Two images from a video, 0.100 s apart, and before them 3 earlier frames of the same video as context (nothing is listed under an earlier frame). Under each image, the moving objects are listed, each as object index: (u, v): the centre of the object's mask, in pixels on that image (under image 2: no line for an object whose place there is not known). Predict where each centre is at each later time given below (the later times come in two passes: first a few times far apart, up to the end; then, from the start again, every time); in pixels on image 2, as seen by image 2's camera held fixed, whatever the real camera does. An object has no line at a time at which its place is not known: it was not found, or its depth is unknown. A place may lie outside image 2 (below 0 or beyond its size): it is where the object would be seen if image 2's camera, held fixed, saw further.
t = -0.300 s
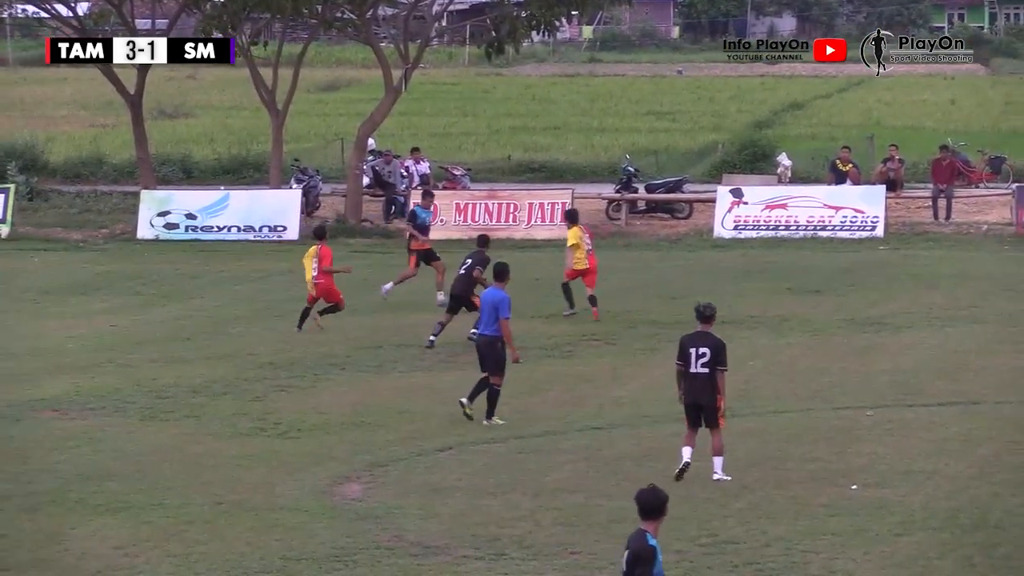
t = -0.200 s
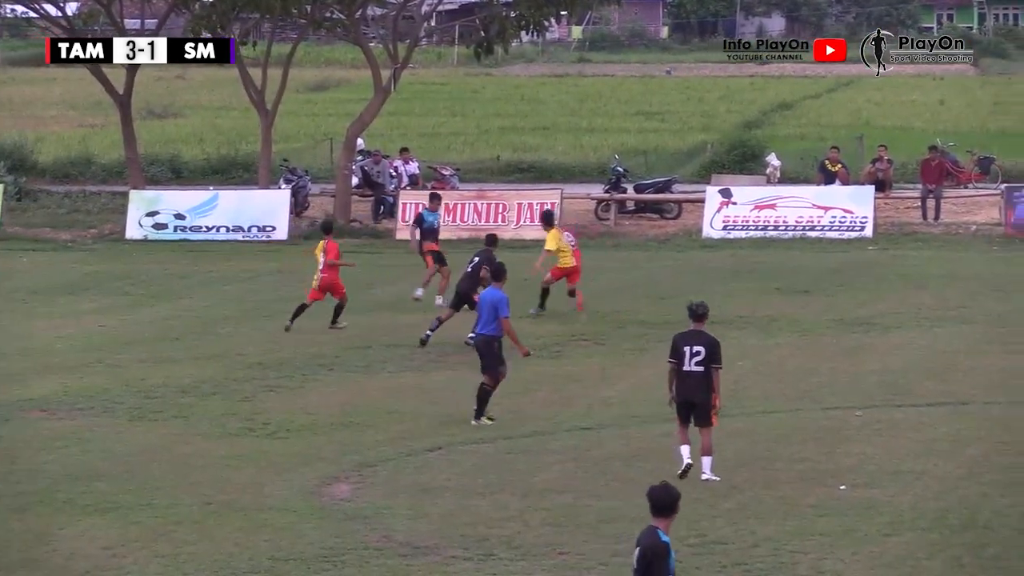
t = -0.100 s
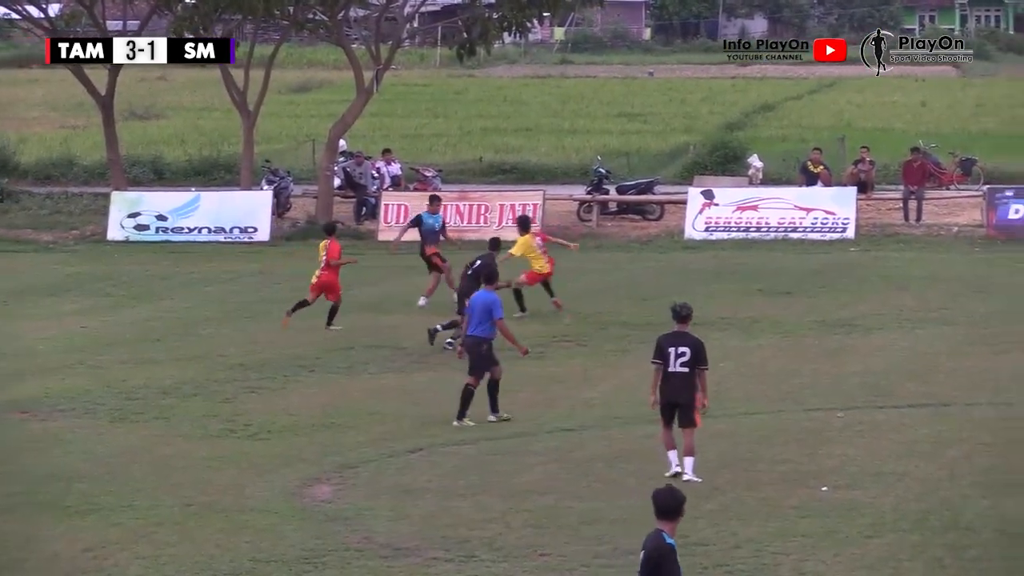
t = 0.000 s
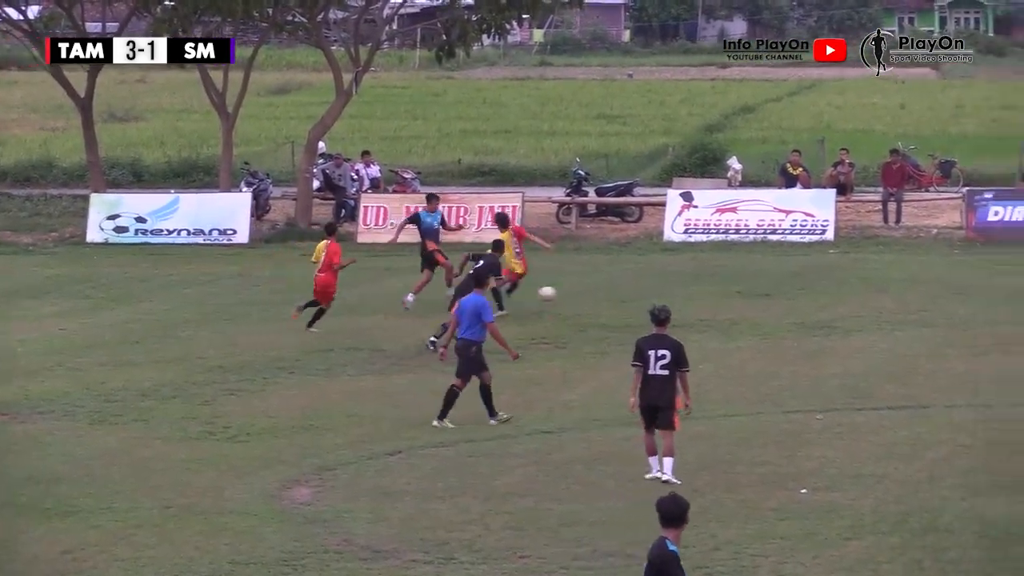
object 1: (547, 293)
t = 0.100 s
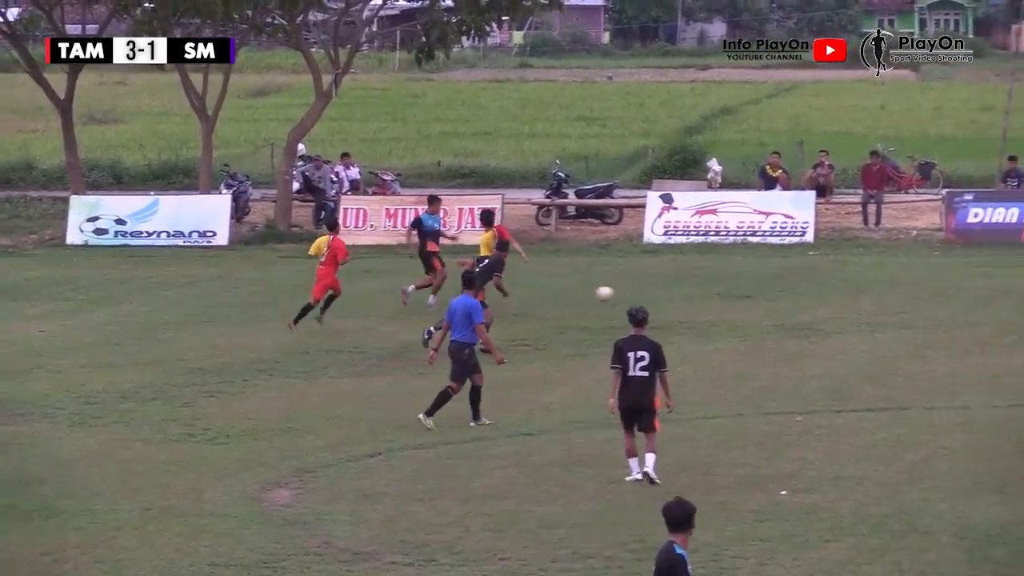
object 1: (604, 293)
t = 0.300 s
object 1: (740, 291)
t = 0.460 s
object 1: (829, 285)
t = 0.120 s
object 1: (620, 294)
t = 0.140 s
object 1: (635, 295)
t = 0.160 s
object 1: (651, 296)
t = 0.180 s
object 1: (666, 298)
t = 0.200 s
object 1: (681, 299)
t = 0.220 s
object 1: (695, 299)
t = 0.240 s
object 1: (706, 298)
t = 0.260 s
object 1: (718, 295)
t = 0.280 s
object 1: (729, 293)
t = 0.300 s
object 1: (740, 291)
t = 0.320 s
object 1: (751, 289)
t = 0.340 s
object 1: (763, 287)
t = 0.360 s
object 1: (774, 286)
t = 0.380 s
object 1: (785, 284)
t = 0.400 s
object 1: (796, 284)
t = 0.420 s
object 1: (807, 284)
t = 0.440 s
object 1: (818, 284)
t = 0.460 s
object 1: (829, 285)
